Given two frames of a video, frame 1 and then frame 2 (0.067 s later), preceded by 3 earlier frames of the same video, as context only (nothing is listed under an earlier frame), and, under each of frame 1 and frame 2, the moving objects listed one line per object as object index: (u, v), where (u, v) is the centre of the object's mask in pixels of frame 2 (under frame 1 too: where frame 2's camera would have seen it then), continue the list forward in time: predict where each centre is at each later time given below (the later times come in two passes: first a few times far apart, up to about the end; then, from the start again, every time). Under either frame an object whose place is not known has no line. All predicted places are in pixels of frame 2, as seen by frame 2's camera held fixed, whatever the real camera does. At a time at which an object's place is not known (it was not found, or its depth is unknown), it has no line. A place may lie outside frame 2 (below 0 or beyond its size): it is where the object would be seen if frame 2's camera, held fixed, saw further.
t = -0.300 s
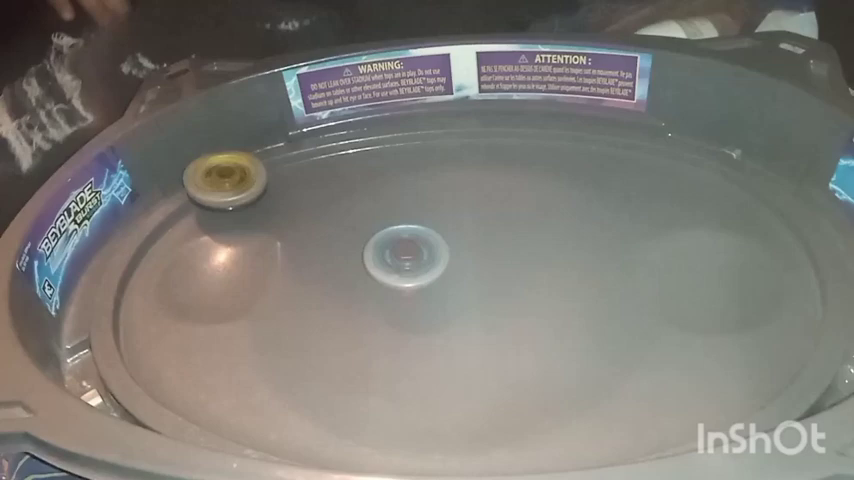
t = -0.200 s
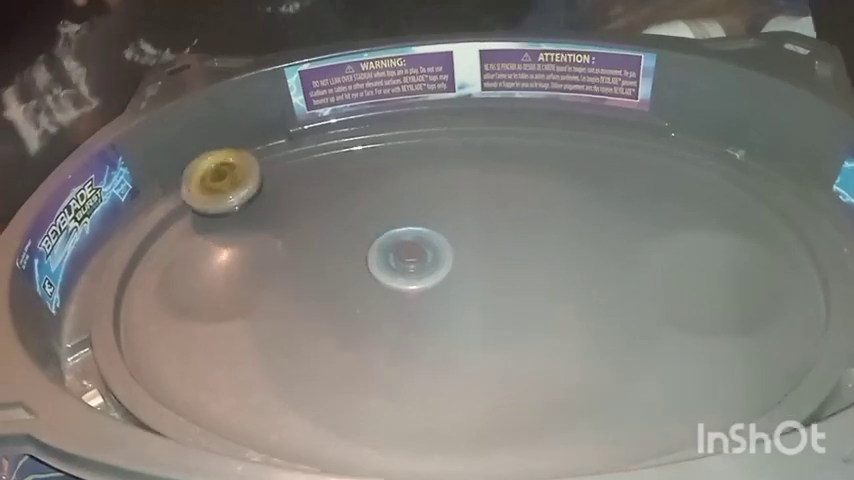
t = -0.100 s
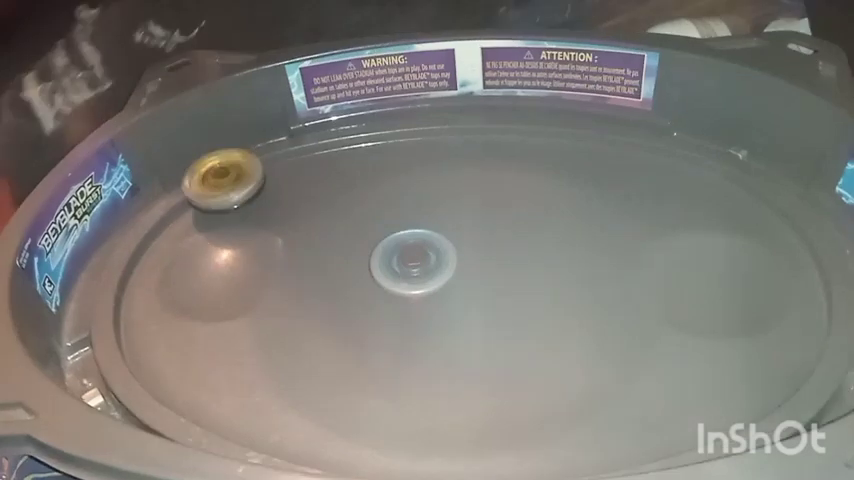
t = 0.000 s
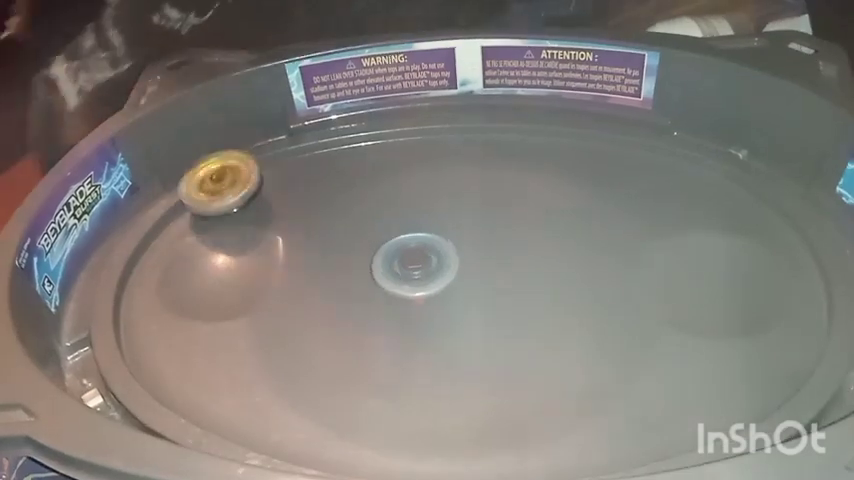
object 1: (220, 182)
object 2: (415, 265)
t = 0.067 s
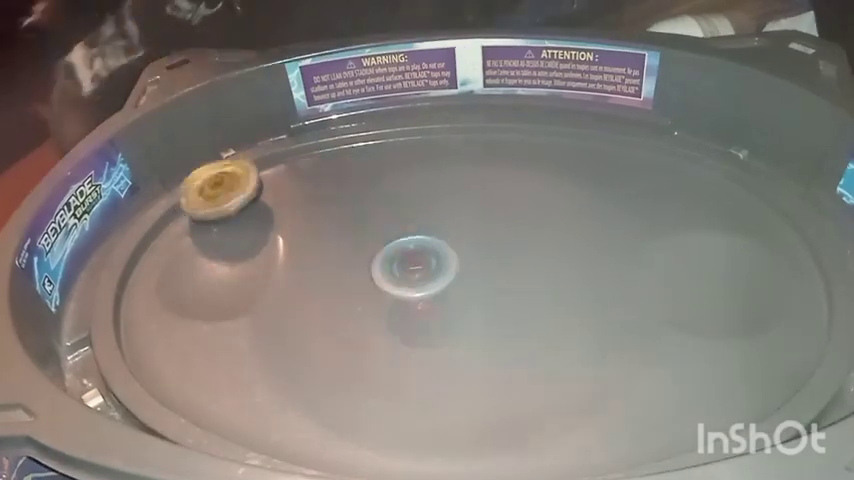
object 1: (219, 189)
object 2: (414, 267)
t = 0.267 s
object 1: (196, 217)
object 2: (415, 272)
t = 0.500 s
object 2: (426, 272)
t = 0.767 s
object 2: (436, 265)
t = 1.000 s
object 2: (438, 259)
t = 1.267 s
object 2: (430, 252)
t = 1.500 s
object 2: (425, 248)
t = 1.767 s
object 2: (414, 249)
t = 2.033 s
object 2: (406, 251)
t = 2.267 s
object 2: (405, 253)
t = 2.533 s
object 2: (410, 257)
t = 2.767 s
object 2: (412, 257)
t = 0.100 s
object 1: (217, 191)
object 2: (414, 267)
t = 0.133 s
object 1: (216, 195)
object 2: (415, 268)
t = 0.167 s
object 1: (215, 198)
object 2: (416, 269)
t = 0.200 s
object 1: (212, 202)
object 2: (416, 271)
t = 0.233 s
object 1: (204, 208)
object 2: (414, 272)
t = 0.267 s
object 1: (196, 217)
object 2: (415, 272)
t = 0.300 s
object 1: (188, 227)
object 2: (416, 272)
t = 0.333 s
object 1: (183, 237)
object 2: (418, 273)
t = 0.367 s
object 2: (417, 274)
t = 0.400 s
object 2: (418, 273)
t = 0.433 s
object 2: (420, 272)
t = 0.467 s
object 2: (423, 271)
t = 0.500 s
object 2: (426, 272)
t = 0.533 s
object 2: (427, 271)
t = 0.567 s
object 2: (428, 270)
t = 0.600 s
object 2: (430, 269)
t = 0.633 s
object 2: (431, 268)
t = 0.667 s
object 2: (433, 267)
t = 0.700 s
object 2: (434, 267)
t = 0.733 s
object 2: (434, 266)
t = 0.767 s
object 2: (436, 265)
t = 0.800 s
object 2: (438, 264)
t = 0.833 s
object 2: (438, 264)
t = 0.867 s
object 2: (438, 264)
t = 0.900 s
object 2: (437, 262)
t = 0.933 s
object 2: (437, 260)
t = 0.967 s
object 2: (437, 259)
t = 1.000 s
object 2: (438, 259)
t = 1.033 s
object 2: (436, 259)
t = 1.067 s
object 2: (435, 258)
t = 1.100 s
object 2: (434, 256)
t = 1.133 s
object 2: (434, 255)
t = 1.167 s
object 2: (434, 254)
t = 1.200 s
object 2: (433, 254)
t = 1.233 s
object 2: (432, 253)
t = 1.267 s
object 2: (430, 252)
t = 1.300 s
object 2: (430, 251)
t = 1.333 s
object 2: (430, 250)
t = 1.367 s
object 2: (429, 249)
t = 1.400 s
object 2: (428, 249)
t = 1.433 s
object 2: (427, 249)
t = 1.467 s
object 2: (426, 248)
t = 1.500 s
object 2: (425, 248)
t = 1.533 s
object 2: (424, 248)
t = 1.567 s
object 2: (422, 248)
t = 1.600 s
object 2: (421, 248)
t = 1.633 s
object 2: (419, 247)
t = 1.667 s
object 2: (419, 248)
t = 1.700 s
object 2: (417, 249)
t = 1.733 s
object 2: (415, 249)
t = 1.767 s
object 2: (414, 249)
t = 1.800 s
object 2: (413, 249)
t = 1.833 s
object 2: (412, 249)
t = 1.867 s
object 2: (411, 250)
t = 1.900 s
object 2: (409, 250)
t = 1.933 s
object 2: (408, 250)
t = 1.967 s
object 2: (407, 250)
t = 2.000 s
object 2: (407, 250)
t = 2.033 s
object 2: (406, 251)
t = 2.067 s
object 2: (405, 251)
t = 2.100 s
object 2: (404, 251)
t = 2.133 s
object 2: (404, 251)
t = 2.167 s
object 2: (405, 251)
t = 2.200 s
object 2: (405, 252)
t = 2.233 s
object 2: (404, 253)
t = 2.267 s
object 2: (405, 253)
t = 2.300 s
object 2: (406, 253)
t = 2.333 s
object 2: (407, 254)
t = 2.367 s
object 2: (407, 255)
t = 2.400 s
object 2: (407, 255)
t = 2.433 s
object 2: (408, 256)
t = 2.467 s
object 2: (409, 256)
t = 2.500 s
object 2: (410, 257)
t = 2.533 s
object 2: (410, 257)
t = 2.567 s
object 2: (409, 258)
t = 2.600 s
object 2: (410, 257)
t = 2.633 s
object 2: (411, 257)
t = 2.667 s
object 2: (411, 258)
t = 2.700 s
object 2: (411, 258)
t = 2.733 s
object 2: (410, 258)
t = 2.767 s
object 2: (412, 257)
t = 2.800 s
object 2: (412, 257)
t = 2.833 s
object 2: (411, 258)
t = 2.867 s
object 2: (411, 257)
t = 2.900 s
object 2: (412, 255)
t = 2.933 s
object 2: (413, 255)
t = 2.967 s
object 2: (413, 256)
